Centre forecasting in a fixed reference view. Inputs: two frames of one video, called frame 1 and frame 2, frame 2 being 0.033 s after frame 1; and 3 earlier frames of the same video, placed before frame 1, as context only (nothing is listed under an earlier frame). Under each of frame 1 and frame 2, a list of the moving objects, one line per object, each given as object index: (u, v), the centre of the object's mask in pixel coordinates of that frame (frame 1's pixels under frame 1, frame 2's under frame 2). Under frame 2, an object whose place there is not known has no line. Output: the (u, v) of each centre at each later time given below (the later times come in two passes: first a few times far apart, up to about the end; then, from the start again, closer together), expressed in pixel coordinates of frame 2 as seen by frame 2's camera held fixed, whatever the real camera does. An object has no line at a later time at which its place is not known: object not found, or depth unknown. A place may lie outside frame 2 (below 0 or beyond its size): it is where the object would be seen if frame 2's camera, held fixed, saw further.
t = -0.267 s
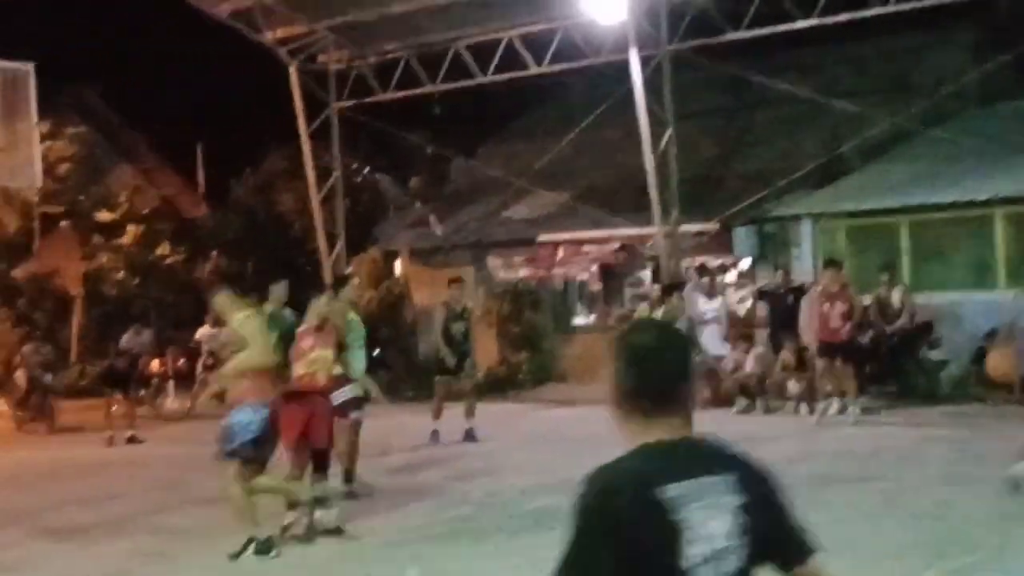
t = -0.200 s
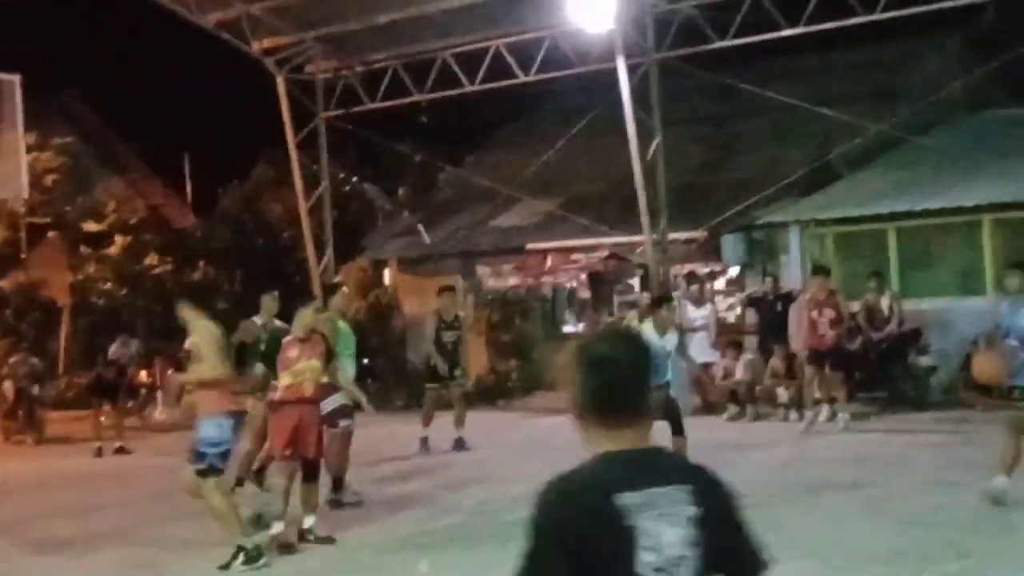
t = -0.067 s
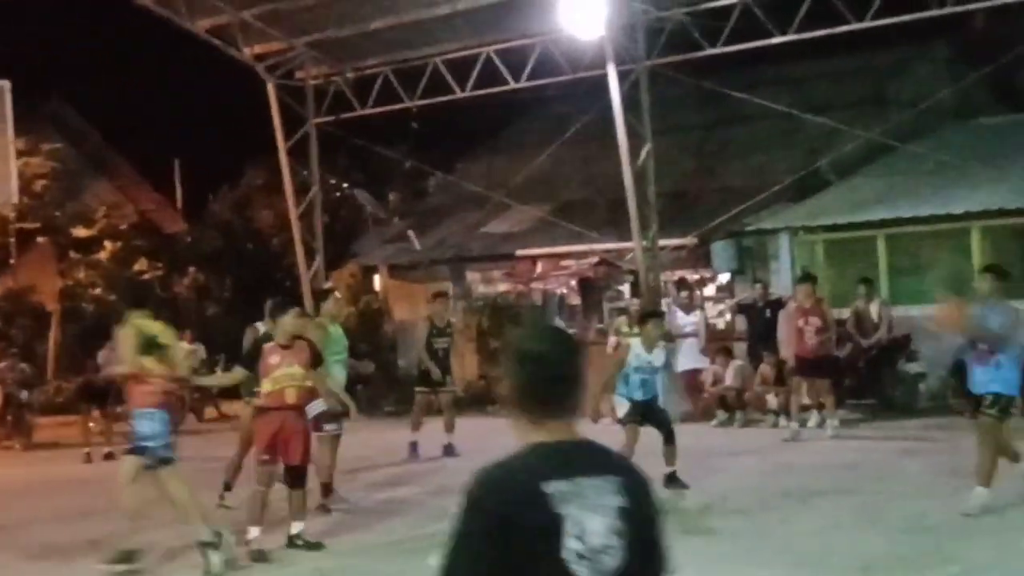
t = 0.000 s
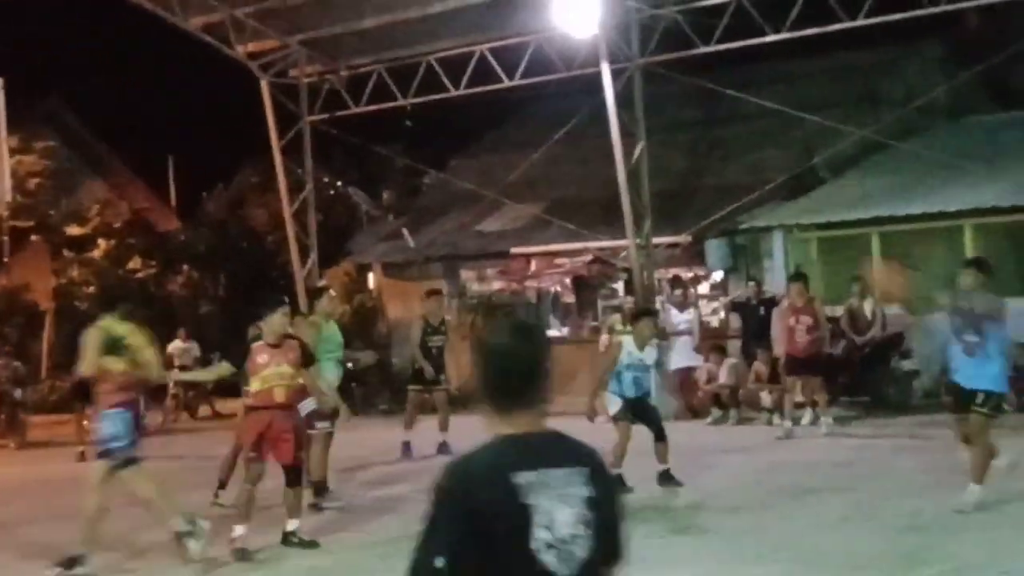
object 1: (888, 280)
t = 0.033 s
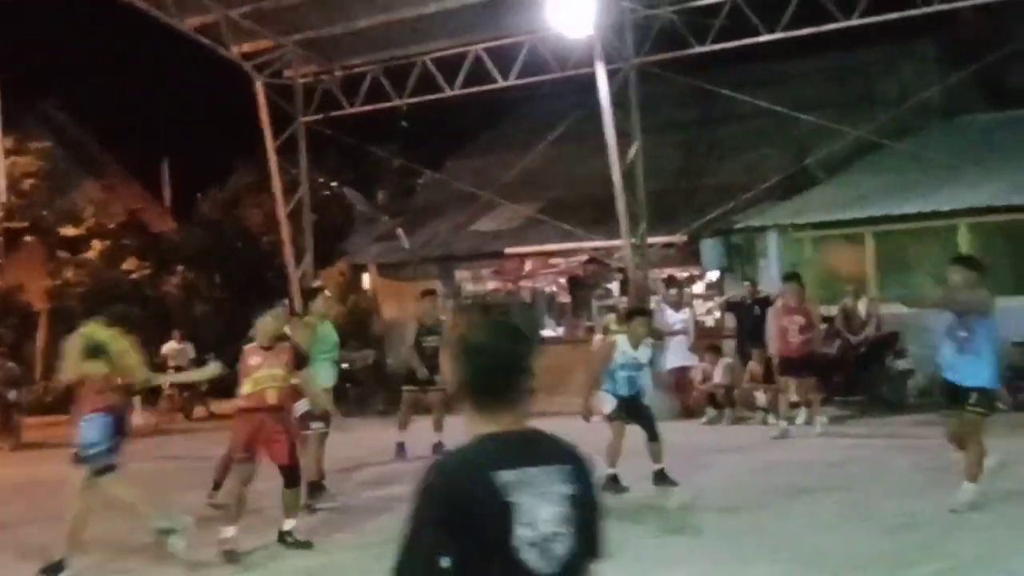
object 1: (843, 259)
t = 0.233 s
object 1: (602, 182)
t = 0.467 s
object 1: (272, 171)
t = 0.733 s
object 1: (-212, 292)
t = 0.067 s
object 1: (810, 246)
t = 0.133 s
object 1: (727, 213)
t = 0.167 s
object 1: (689, 202)
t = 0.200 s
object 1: (650, 193)
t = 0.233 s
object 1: (602, 182)
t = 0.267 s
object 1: (563, 177)
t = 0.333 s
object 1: (472, 167)
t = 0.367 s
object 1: (424, 166)
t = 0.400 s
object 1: (377, 166)
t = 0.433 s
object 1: (326, 168)
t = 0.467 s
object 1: (272, 171)
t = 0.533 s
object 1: (166, 187)
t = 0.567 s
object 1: (109, 200)
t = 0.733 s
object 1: (-212, 292)
